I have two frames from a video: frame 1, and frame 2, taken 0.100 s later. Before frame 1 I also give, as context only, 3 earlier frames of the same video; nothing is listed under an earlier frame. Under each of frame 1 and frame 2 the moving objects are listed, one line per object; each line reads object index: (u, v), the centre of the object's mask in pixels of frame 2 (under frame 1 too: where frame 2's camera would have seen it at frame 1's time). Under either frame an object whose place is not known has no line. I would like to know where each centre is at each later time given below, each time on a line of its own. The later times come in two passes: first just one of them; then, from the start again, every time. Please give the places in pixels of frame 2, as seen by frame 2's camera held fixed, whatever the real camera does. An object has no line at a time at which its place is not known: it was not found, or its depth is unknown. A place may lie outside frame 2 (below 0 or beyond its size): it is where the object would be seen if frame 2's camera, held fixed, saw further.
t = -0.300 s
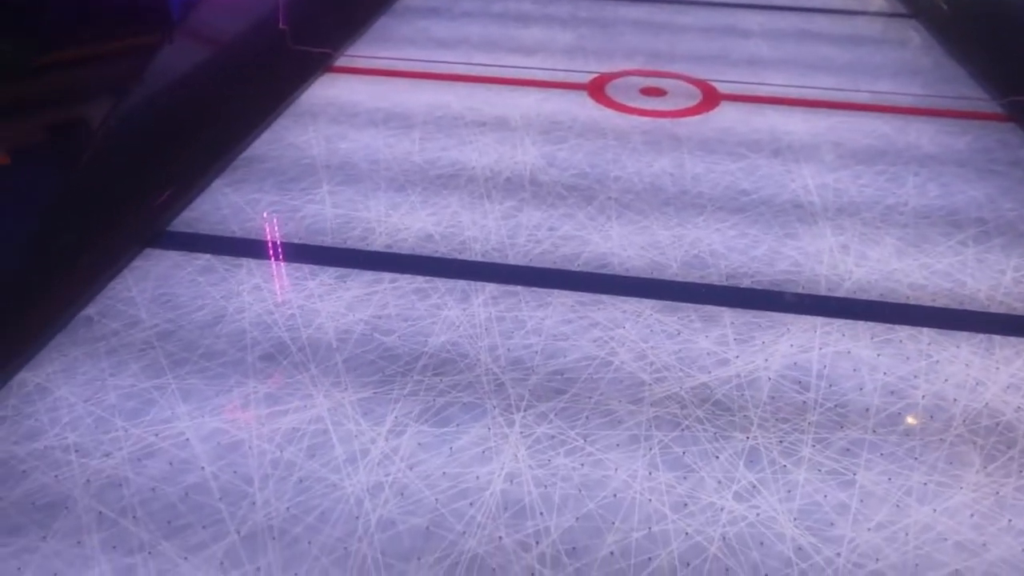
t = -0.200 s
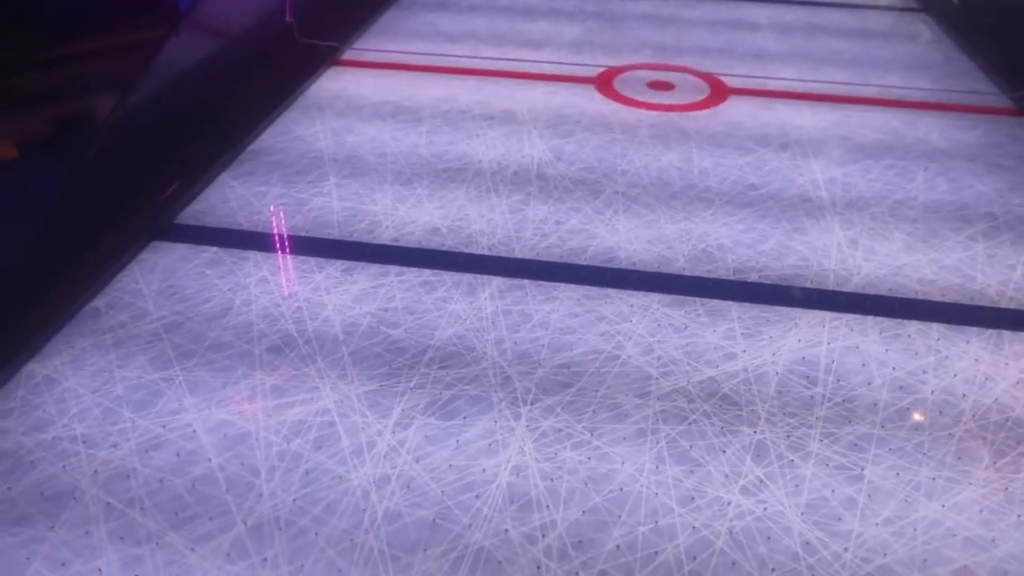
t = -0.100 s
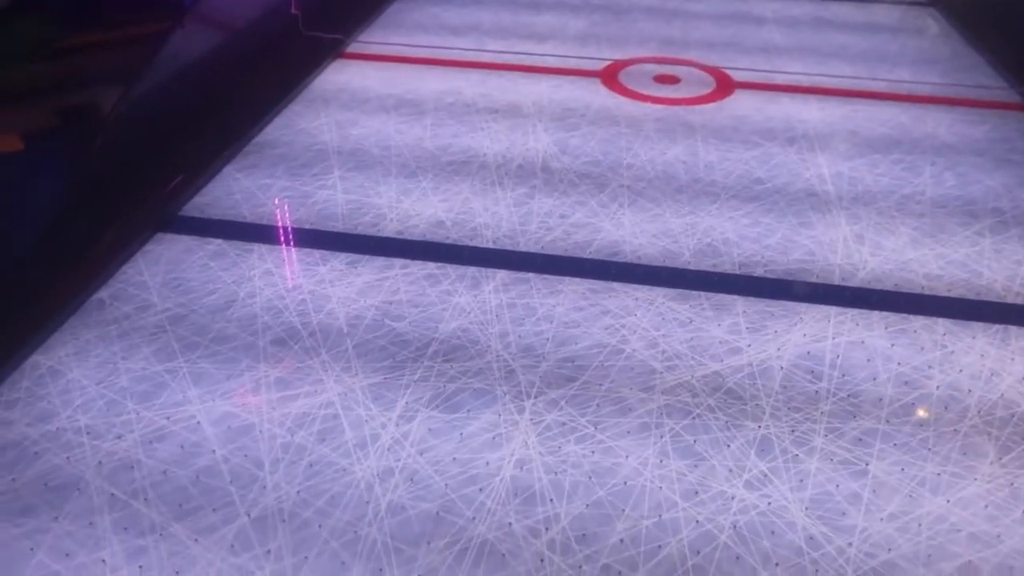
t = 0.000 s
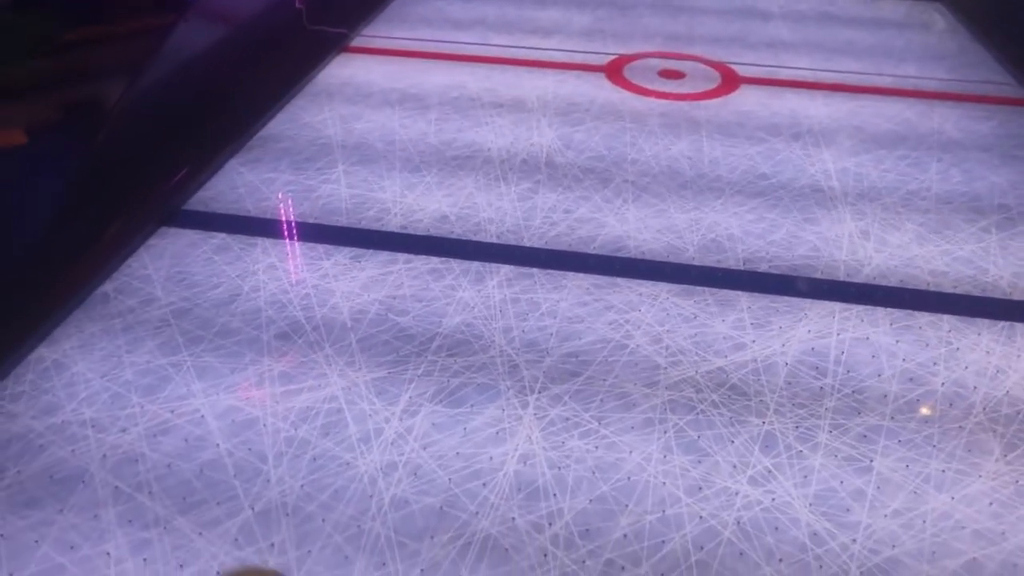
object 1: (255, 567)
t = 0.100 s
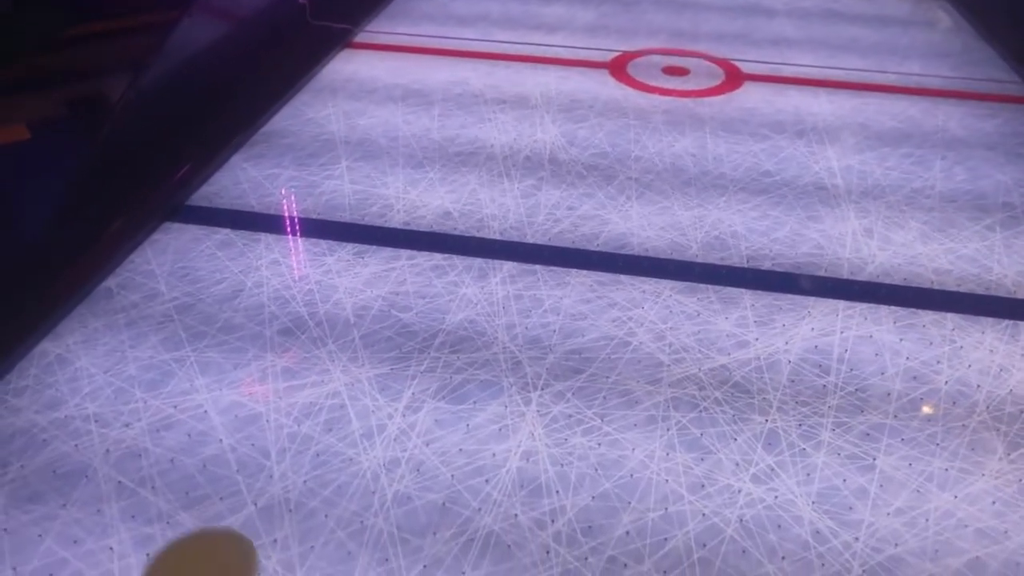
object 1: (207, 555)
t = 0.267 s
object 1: (145, 514)
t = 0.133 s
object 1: (192, 551)
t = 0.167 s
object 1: (177, 545)
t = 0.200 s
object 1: (164, 538)
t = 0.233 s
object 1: (154, 526)
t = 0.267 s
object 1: (145, 514)
